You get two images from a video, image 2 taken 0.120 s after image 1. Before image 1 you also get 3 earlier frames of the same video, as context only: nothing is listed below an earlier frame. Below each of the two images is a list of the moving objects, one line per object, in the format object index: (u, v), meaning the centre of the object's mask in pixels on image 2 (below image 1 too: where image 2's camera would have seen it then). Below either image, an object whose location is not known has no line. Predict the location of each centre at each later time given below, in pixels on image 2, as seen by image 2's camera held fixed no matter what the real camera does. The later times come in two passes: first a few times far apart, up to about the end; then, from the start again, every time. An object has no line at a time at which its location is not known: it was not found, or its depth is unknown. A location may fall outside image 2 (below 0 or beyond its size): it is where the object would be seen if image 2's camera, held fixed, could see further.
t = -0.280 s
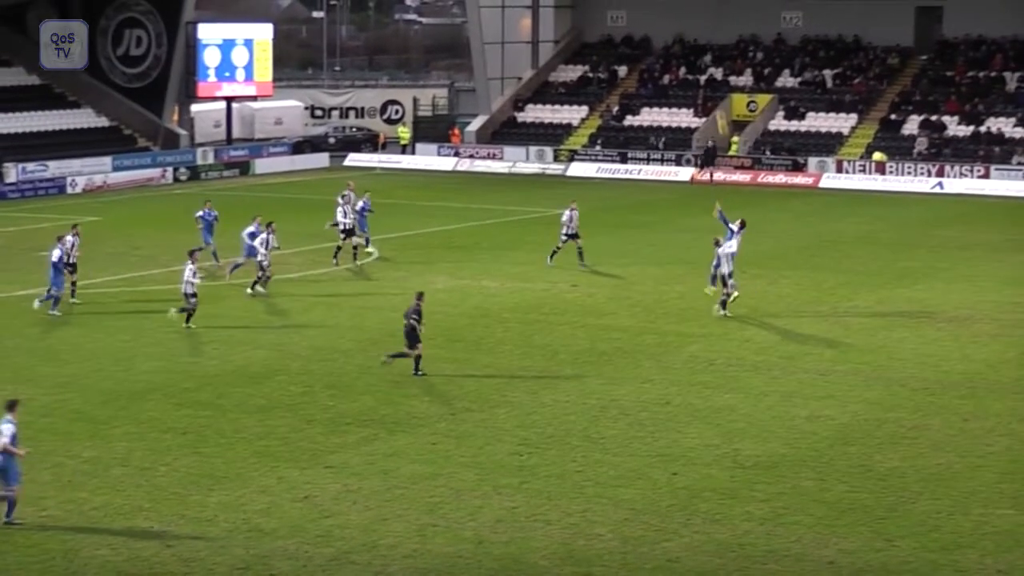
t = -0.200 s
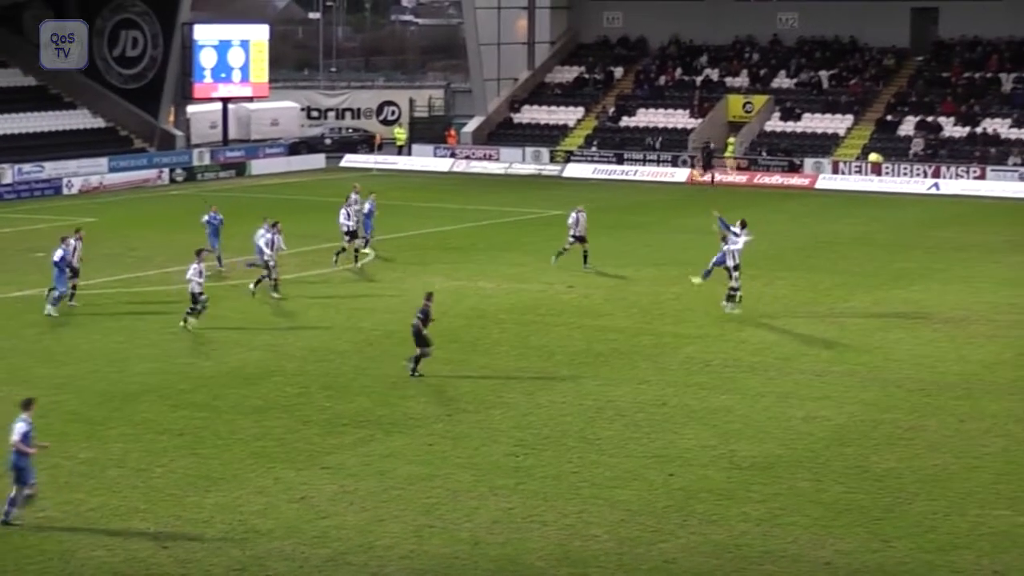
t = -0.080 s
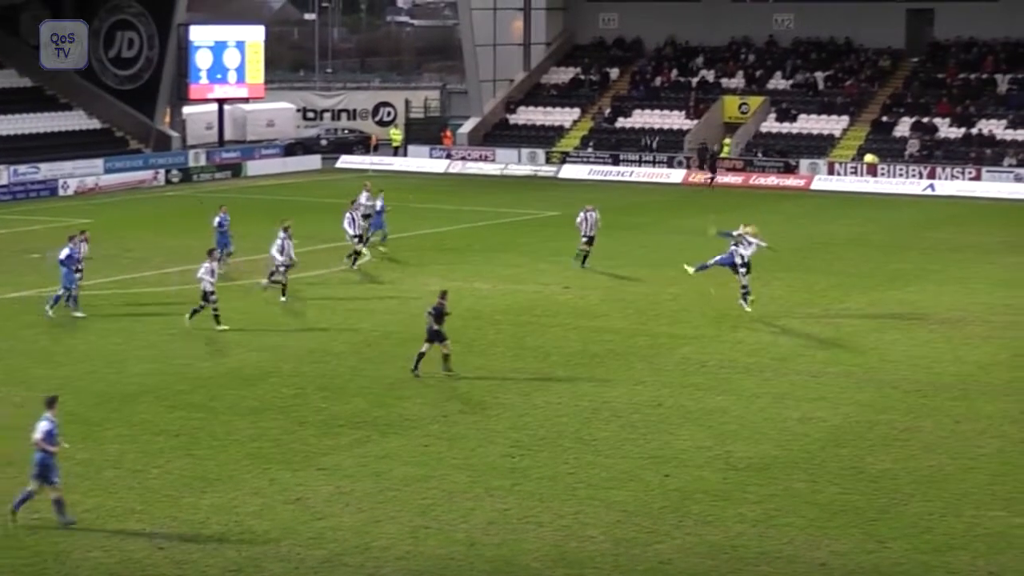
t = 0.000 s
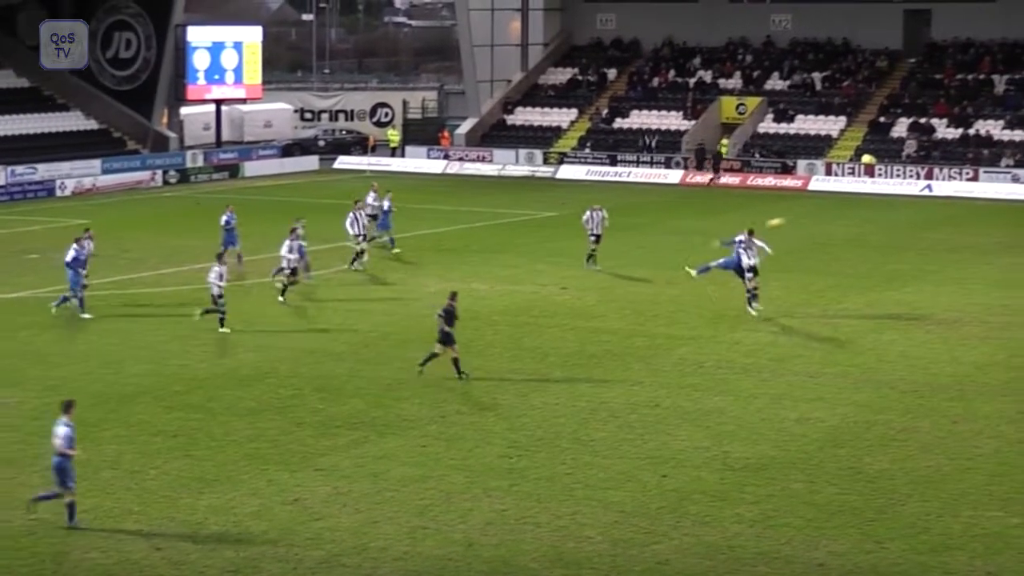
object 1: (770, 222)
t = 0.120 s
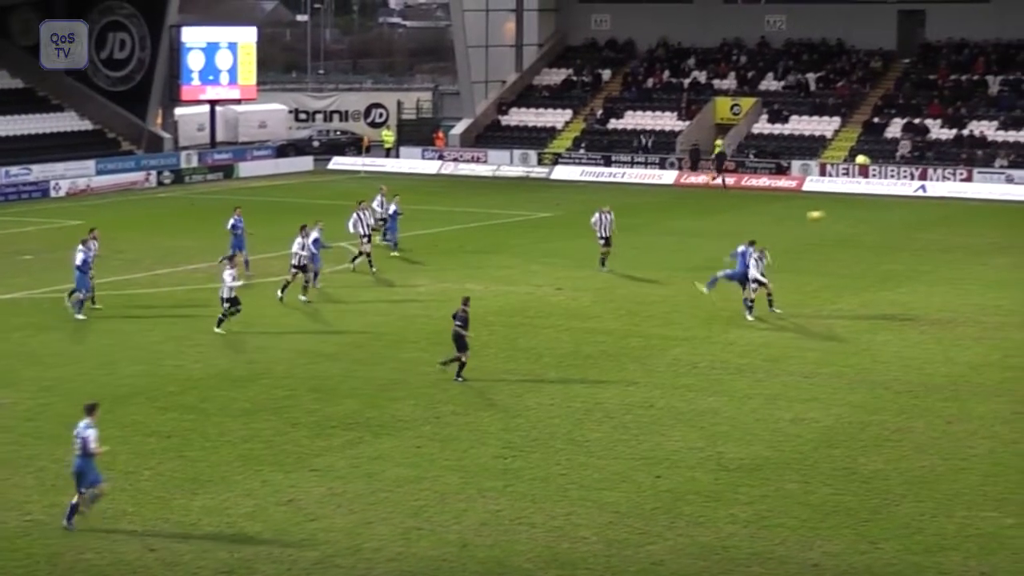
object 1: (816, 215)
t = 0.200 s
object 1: (846, 213)
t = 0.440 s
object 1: (938, 226)
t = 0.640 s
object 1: (1015, 259)
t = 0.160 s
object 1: (831, 213)
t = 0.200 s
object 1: (846, 213)
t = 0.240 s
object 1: (861, 213)
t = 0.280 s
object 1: (879, 212)
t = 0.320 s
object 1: (893, 215)
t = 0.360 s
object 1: (908, 219)
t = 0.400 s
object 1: (923, 222)
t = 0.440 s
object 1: (938, 226)
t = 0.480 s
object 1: (953, 230)
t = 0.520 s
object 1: (968, 237)
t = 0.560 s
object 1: (983, 244)
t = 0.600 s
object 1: (998, 251)
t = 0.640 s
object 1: (1015, 259)
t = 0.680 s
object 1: (1030, 268)
